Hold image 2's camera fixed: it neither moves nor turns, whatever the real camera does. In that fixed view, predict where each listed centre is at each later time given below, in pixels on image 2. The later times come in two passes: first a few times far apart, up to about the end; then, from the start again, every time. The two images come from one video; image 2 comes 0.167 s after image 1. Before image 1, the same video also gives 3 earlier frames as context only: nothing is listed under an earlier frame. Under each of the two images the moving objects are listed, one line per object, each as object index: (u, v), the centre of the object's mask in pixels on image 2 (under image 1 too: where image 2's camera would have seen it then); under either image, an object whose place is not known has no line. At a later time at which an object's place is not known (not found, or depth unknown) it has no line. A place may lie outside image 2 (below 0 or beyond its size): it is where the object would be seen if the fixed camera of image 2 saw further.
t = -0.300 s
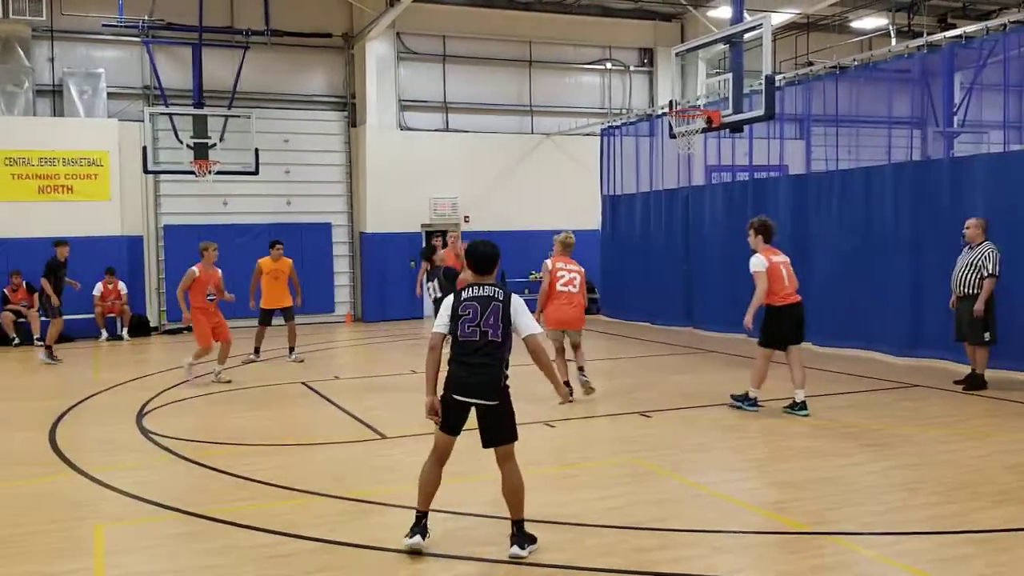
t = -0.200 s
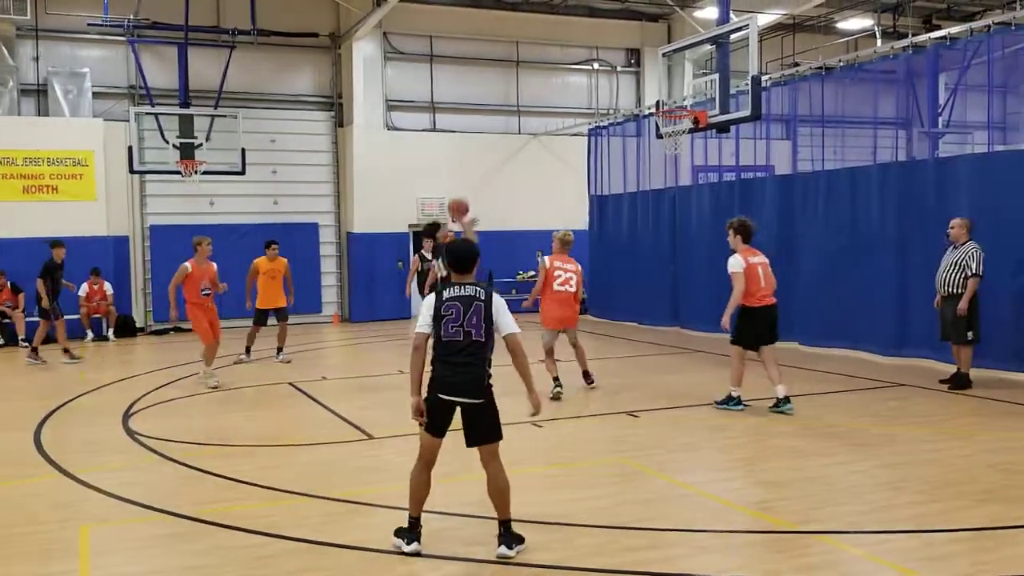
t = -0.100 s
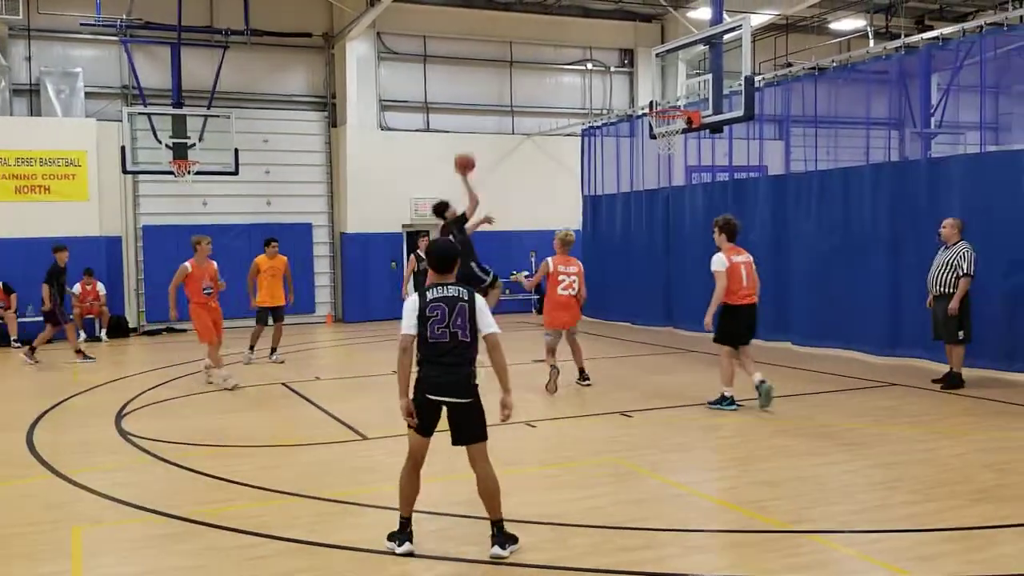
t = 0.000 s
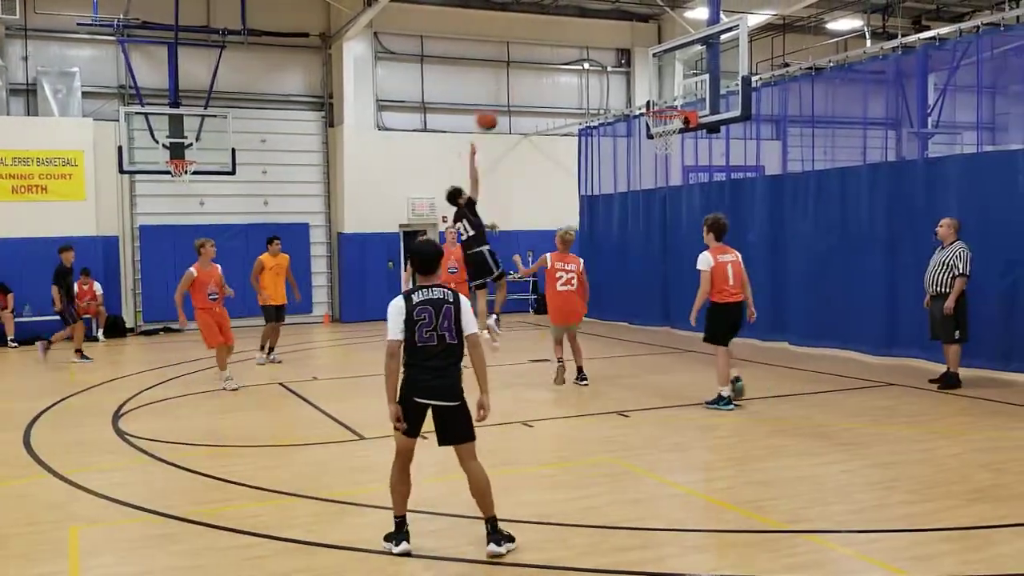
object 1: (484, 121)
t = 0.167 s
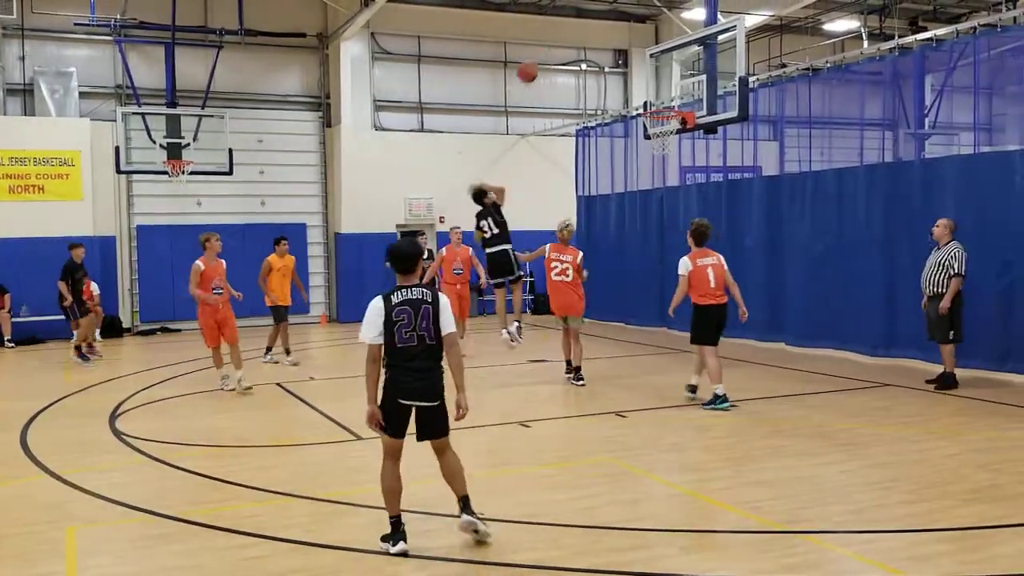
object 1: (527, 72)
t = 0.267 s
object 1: (552, 55)
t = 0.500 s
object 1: (607, 49)
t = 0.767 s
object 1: (671, 99)
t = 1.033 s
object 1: (655, 79)
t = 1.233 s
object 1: (637, 93)
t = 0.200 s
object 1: (535, 66)
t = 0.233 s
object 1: (542, 60)
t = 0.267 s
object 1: (552, 55)
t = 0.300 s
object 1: (560, 52)
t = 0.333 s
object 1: (568, 48)
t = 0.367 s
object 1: (576, 46)
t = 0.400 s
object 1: (584, 46)
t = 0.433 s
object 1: (592, 46)
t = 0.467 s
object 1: (600, 47)
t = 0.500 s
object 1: (607, 49)
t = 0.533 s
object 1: (616, 53)
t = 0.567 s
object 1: (624, 56)
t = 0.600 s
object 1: (631, 60)
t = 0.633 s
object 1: (640, 66)
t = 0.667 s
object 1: (648, 73)
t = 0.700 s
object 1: (656, 80)
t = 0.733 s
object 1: (663, 89)
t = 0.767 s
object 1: (671, 99)
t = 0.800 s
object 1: (677, 103)
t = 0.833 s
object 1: (674, 98)
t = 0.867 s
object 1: (671, 93)
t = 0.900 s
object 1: (668, 88)
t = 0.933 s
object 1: (665, 85)
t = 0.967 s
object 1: (662, 82)
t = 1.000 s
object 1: (658, 80)
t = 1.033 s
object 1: (655, 79)
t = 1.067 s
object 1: (652, 79)
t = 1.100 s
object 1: (649, 80)
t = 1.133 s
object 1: (647, 81)
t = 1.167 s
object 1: (643, 85)
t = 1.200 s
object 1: (640, 88)
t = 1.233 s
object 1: (637, 93)
